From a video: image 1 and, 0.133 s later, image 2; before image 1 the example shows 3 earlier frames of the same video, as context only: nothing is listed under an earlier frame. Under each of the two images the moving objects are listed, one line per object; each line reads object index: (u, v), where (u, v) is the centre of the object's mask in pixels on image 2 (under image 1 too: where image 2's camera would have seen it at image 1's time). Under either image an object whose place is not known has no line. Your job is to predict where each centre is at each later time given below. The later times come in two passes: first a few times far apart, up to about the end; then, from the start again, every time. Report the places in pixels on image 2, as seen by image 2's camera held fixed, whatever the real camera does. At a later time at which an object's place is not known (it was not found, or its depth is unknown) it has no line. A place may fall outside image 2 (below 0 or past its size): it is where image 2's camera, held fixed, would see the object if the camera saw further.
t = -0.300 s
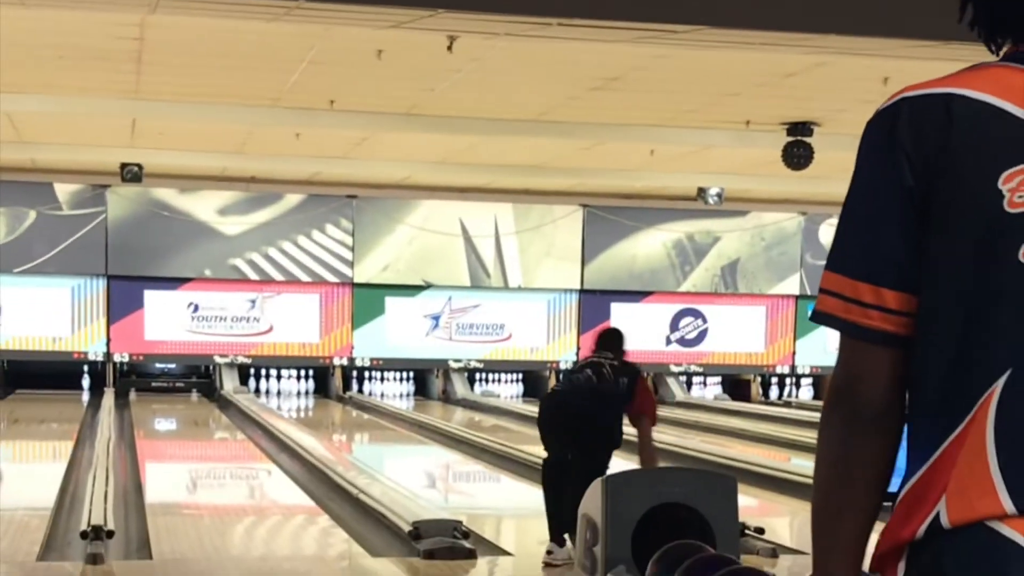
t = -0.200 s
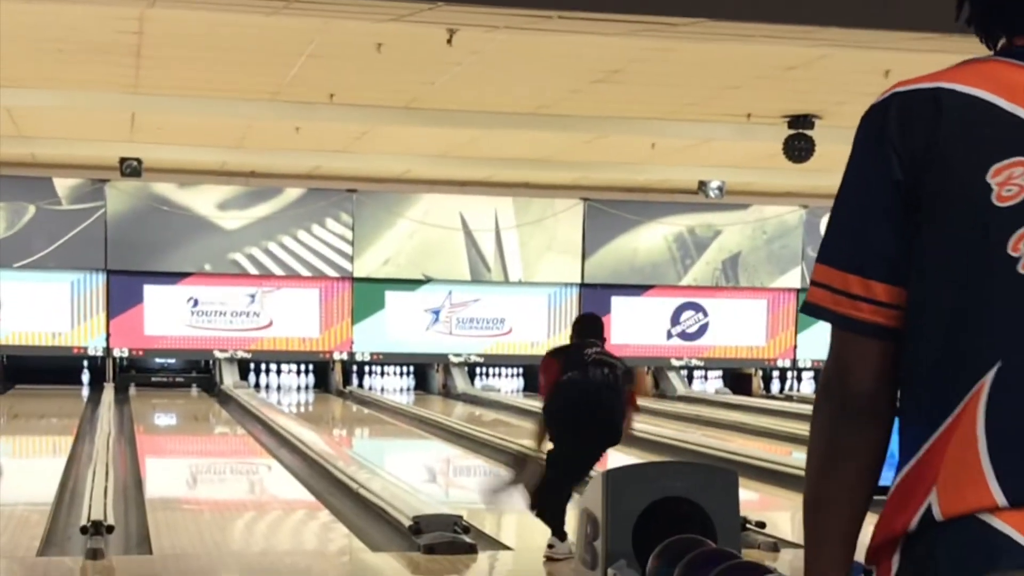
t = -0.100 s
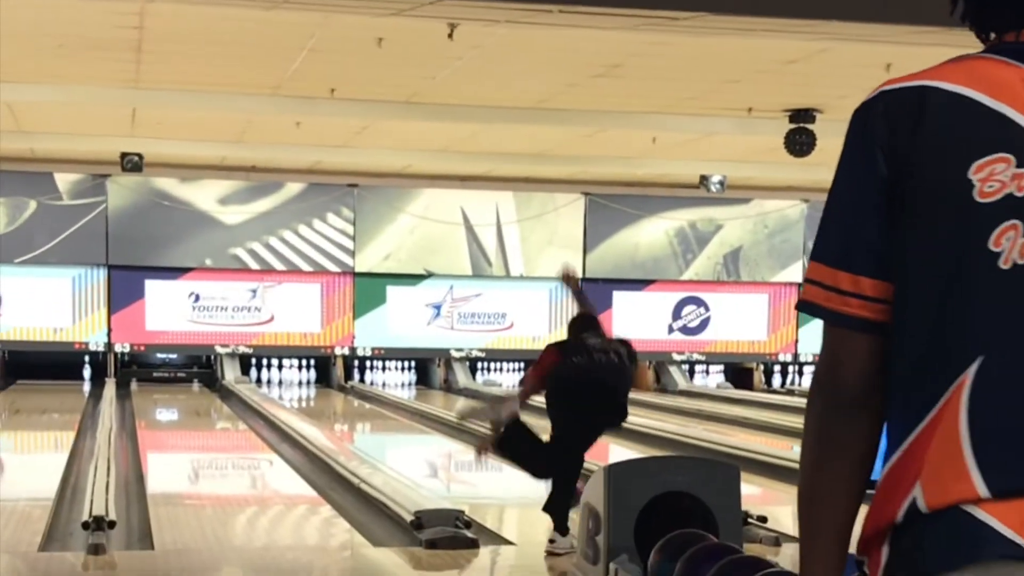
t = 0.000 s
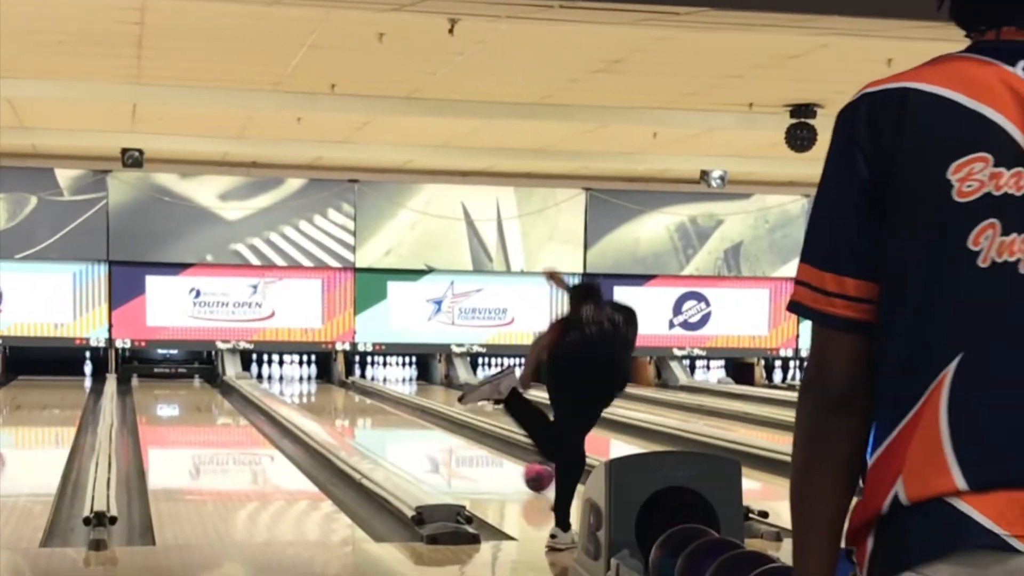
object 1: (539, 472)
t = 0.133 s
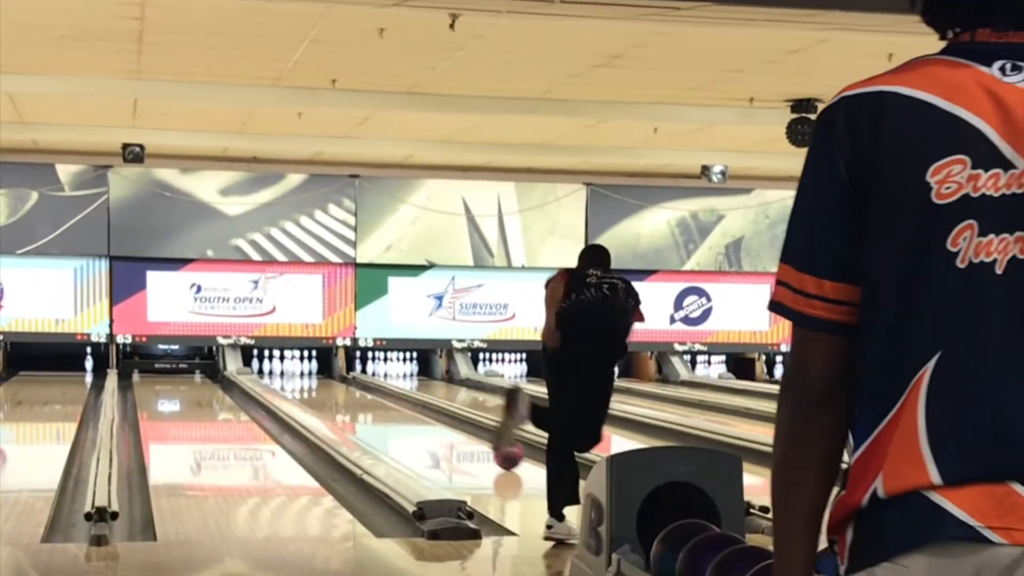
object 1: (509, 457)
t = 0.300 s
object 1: (476, 439)
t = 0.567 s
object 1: (434, 418)
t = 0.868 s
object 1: (397, 402)
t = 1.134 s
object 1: (369, 391)
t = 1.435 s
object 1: (342, 381)
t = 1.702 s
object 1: (316, 373)
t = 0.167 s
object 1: (500, 451)
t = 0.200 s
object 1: (495, 447)
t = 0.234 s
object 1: (488, 444)
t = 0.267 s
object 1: (482, 441)
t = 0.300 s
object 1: (476, 439)
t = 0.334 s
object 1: (469, 436)
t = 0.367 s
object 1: (464, 433)
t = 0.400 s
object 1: (459, 431)
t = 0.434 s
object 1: (454, 427)
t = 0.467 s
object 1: (448, 425)
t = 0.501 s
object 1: (444, 423)
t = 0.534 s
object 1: (439, 421)
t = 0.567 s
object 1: (434, 418)
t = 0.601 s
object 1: (430, 417)
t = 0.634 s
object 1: (425, 414)
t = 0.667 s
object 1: (421, 412)
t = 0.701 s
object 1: (416, 411)
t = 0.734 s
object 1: (413, 408)
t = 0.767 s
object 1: (408, 407)
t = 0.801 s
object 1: (404, 405)
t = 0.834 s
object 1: (401, 404)
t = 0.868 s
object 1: (397, 402)
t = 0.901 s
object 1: (392, 400)
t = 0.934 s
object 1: (389, 399)
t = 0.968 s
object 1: (386, 397)
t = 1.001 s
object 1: (382, 396)
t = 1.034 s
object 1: (378, 394)
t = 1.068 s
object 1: (375, 393)
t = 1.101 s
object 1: (372, 392)
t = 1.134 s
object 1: (369, 391)
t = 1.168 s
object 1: (364, 389)
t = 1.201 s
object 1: (362, 388)
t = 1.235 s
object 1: (358, 386)
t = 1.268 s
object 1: (355, 385)
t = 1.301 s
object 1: (353, 385)
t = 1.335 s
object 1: (349, 383)
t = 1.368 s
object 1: (346, 382)
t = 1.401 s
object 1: (344, 381)
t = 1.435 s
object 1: (342, 381)
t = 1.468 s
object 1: (337, 379)
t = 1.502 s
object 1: (336, 377)
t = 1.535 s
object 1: (333, 376)
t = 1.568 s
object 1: (328, 376)
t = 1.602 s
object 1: (325, 375)
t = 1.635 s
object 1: (323, 375)
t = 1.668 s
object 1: (319, 374)
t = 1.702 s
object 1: (316, 373)
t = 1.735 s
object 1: (312, 373)
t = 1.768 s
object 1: (308, 372)
